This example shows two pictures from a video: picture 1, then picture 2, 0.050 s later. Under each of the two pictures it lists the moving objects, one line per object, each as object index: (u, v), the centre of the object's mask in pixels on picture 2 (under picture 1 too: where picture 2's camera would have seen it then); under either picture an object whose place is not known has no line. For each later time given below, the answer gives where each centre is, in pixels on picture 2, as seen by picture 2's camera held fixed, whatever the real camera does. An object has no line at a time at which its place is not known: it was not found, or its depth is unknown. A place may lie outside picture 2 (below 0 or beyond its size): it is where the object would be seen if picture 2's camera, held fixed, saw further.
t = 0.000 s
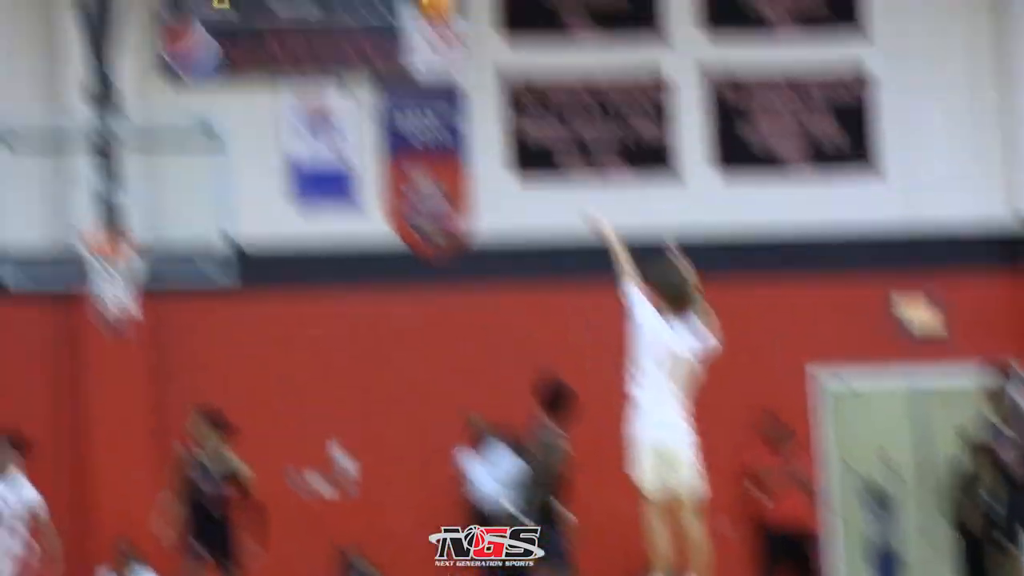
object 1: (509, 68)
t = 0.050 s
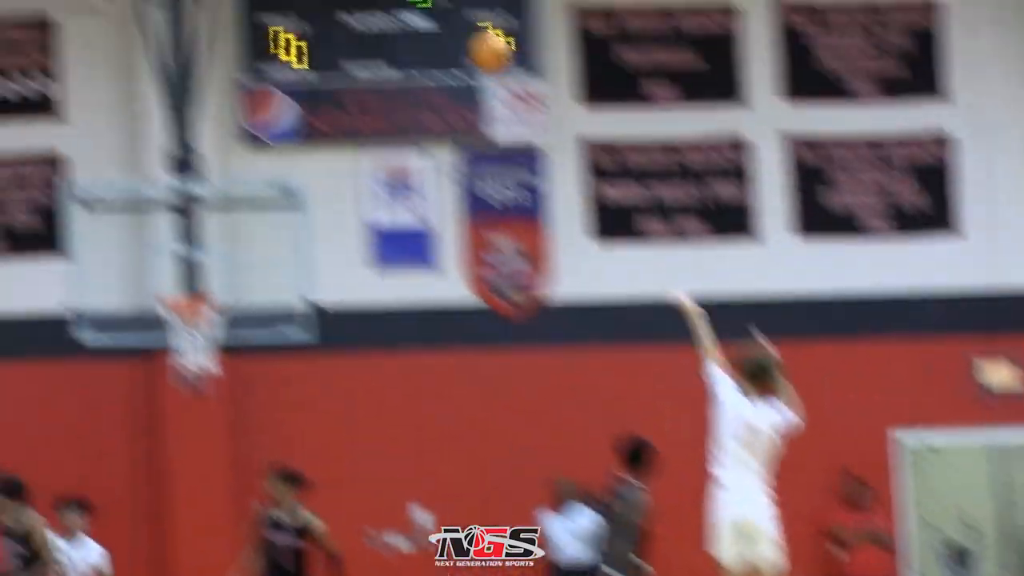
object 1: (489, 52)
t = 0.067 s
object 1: (481, 48)
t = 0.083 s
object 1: (477, 46)
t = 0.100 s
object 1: (472, 44)
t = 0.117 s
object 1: (467, 44)
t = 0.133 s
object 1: (461, 43)
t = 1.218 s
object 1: (455, 335)
